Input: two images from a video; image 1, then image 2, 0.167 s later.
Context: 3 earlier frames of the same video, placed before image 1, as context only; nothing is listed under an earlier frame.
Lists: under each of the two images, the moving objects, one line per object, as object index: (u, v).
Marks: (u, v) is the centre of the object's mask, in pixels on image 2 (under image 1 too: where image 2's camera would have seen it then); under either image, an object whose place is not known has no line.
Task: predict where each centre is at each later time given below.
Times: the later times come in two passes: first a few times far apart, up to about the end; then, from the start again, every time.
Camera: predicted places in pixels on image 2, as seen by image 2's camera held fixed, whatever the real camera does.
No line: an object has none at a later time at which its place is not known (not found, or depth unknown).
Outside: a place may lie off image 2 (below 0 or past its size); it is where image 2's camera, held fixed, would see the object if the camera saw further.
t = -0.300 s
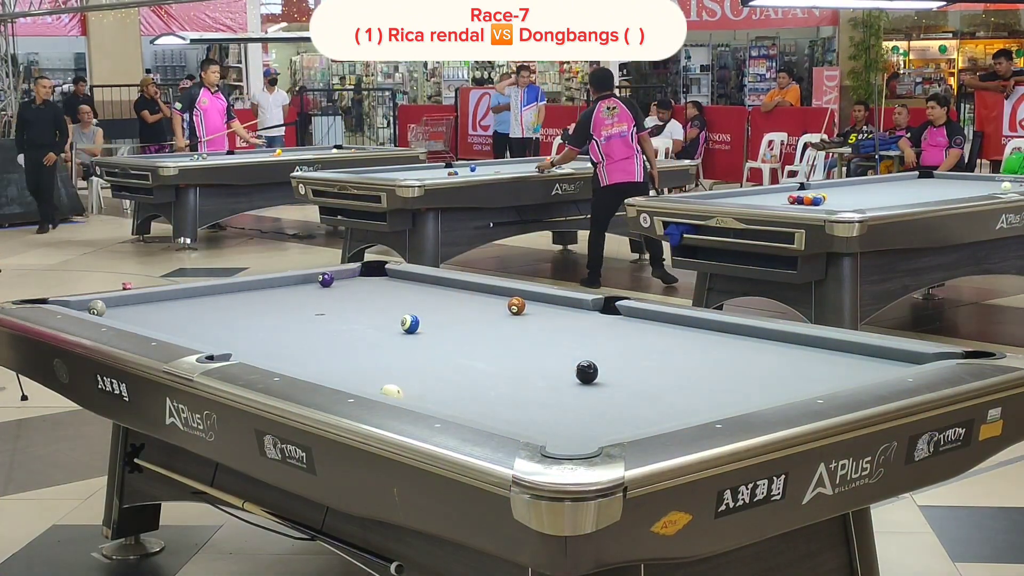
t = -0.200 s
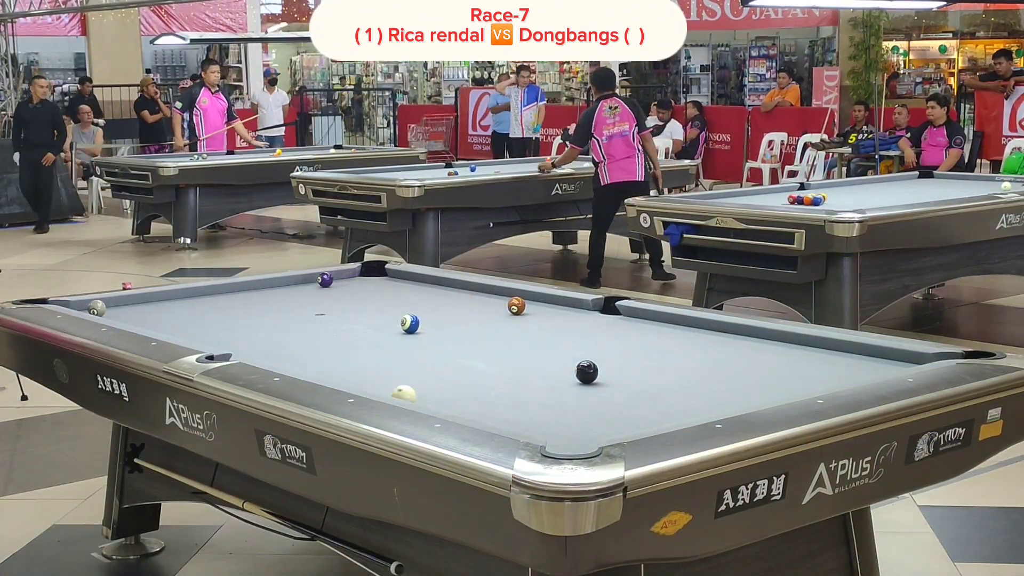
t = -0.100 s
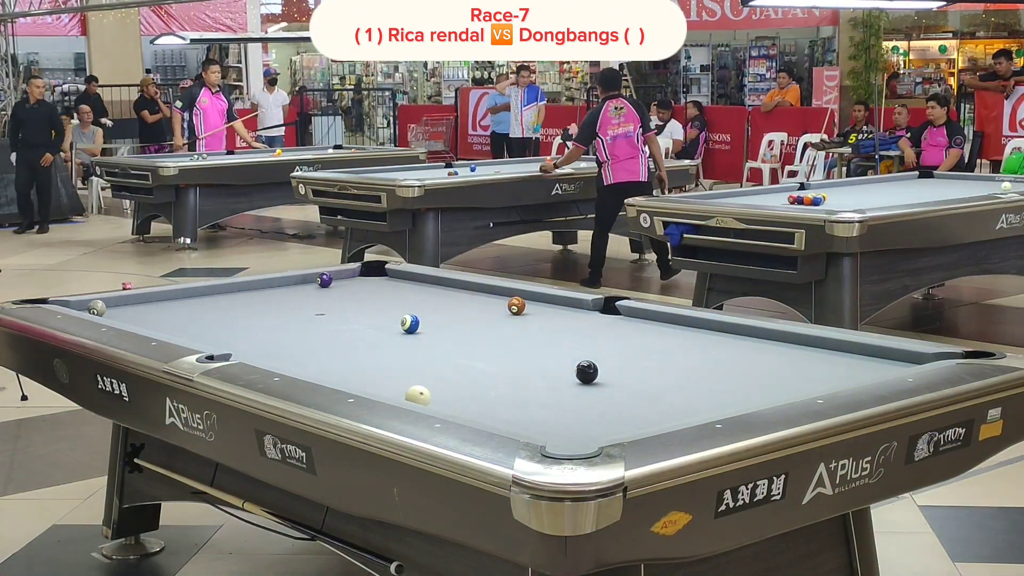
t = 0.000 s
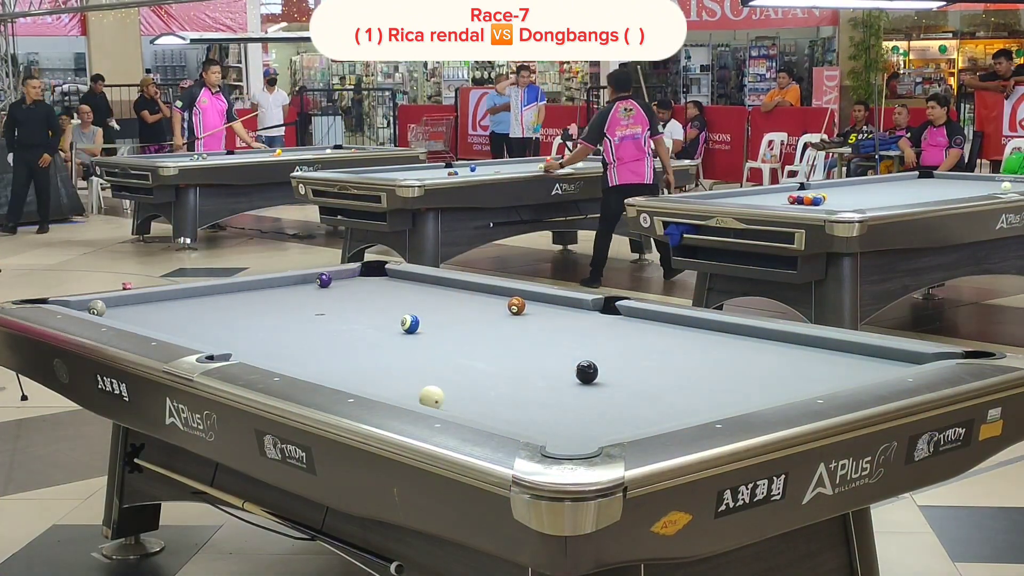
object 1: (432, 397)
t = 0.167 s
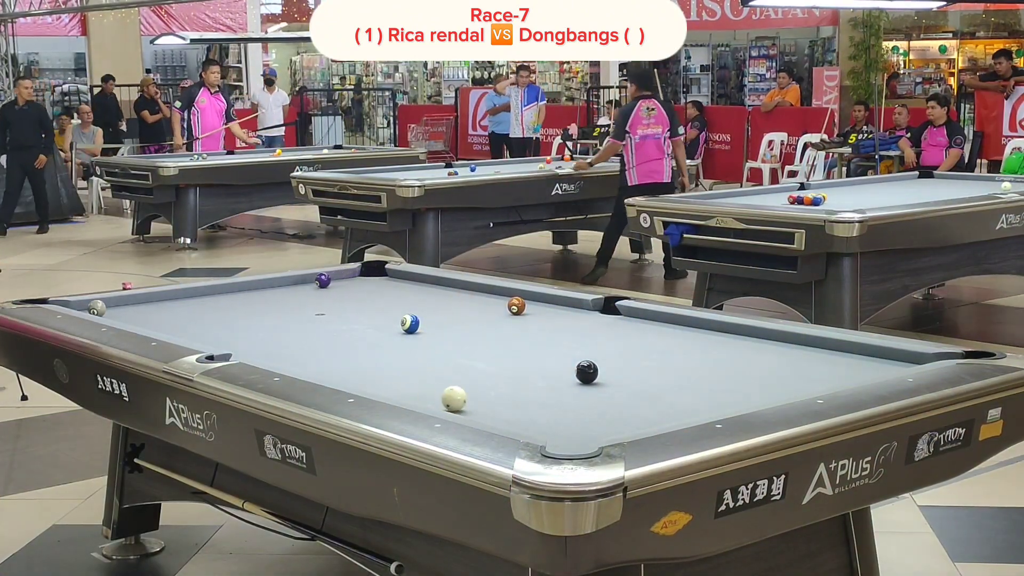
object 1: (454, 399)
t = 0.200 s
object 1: (458, 399)
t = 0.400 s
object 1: (483, 399)
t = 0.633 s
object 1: (511, 399)
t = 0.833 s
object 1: (534, 399)
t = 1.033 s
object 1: (554, 400)
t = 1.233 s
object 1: (574, 399)
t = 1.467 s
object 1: (595, 399)
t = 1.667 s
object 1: (611, 399)
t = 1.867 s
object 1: (626, 399)
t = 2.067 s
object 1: (639, 399)
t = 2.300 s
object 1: (653, 399)
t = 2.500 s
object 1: (663, 399)
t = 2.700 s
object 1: (671, 398)
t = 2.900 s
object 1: (678, 398)
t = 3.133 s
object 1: (685, 398)
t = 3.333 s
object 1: (689, 397)
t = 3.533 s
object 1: (692, 397)
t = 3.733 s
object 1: (694, 397)
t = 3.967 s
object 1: (694, 397)
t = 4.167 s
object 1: (694, 397)
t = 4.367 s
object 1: (694, 397)
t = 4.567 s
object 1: (694, 397)
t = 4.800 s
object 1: (694, 397)
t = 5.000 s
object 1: (694, 397)
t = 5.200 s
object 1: (694, 397)
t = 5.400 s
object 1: (694, 398)
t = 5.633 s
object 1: (694, 398)
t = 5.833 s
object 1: (694, 398)
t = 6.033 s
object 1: (694, 397)
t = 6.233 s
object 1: (694, 397)
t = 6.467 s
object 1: (694, 397)
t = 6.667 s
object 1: (694, 397)
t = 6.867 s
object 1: (695, 397)
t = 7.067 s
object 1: (694, 397)
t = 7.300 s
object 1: (695, 397)
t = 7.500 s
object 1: (694, 397)
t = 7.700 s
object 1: (694, 397)
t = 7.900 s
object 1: (694, 397)
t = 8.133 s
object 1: (694, 397)
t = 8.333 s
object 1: (694, 397)
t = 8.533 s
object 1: (694, 397)
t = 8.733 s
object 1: (694, 397)
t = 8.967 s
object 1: (694, 397)
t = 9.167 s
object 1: (694, 397)
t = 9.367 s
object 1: (694, 397)
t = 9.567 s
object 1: (694, 397)
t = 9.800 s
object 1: (694, 397)
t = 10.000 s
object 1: (694, 397)
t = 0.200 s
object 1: (458, 399)
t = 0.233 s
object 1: (462, 399)
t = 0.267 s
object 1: (467, 399)
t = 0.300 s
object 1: (471, 399)
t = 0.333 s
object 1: (475, 399)
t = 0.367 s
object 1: (479, 399)
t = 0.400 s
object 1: (483, 399)
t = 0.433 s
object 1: (487, 399)
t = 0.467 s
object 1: (491, 399)
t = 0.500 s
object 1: (496, 399)
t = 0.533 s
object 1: (500, 399)
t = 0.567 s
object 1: (504, 399)
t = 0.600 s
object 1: (507, 399)
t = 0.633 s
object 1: (511, 399)
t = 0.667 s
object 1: (515, 399)
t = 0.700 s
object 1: (519, 399)
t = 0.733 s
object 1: (523, 399)
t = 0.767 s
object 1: (526, 399)
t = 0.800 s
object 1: (530, 399)
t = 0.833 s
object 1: (534, 399)
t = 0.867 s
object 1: (537, 399)
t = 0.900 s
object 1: (541, 399)
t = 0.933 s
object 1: (544, 399)
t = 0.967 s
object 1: (548, 399)
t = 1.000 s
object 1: (551, 399)
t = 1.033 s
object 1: (554, 400)
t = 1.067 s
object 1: (558, 399)
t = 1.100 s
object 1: (561, 399)
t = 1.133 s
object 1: (564, 399)
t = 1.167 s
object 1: (567, 399)
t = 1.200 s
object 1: (571, 399)
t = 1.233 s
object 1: (574, 399)
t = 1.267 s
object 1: (577, 399)
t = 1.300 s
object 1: (580, 399)
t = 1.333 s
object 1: (583, 399)
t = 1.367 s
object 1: (586, 399)
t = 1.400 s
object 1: (589, 399)
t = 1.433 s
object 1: (592, 399)
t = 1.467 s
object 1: (595, 399)
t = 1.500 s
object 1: (598, 399)
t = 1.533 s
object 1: (600, 399)
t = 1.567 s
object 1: (603, 399)
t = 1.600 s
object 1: (606, 399)
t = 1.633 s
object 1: (609, 399)
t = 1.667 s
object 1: (611, 399)
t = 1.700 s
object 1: (614, 399)
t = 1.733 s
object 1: (616, 399)
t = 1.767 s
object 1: (619, 399)
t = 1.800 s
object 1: (621, 399)
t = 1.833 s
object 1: (623, 399)
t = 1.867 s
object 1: (626, 399)
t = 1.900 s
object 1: (628, 399)
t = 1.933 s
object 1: (630, 399)
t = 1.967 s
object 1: (632, 399)
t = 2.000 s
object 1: (635, 399)
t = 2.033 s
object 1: (637, 399)
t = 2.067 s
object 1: (639, 399)
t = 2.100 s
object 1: (641, 399)
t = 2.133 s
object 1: (643, 399)
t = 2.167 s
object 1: (645, 399)
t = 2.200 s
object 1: (647, 399)
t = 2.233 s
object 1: (649, 399)
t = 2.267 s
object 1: (651, 399)
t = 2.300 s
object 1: (653, 399)
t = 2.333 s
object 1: (654, 399)
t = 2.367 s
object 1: (656, 399)
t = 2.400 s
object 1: (658, 399)
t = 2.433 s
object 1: (660, 399)
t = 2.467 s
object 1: (661, 399)
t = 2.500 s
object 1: (663, 399)
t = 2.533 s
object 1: (664, 399)
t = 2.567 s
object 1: (666, 399)
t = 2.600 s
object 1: (667, 398)
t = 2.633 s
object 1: (668, 398)
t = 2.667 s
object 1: (670, 399)
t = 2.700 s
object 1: (671, 398)
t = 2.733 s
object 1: (673, 398)
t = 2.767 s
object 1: (674, 398)
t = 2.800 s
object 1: (675, 398)
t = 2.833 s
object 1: (676, 398)
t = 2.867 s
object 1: (677, 398)
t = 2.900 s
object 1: (678, 398)
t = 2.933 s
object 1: (679, 398)
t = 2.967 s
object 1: (680, 398)
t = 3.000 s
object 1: (681, 398)
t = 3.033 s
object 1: (682, 398)
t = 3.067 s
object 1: (683, 398)
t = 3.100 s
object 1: (684, 398)
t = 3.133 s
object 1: (685, 398)
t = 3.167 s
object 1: (686, 398)
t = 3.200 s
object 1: (686, 398)
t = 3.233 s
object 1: (687, 398)
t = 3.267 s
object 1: (688, 397)
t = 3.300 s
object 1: (688, 398)
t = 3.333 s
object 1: (689, 397)
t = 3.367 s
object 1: (690, 397)
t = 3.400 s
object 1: (690, 397)
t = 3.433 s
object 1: (690, 397)
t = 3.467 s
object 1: (691, 397)
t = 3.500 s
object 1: (692, 397)
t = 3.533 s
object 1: (692, 397)
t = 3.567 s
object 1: (692, 397)
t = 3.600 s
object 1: (693, 397)
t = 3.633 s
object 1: (693, 397)
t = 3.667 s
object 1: (693, 397)
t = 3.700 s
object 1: (694, 397)
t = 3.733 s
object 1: (694, 397)
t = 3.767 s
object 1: (694, 397)
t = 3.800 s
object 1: (694, 397)
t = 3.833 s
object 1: (694, 397)
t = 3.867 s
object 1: (694, 397)
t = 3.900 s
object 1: (695, 397)
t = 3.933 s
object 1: (695, 397)
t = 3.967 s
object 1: (694, 397)
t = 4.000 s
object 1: (695, 397)
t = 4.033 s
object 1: (695, 397)
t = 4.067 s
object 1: (695, 397)
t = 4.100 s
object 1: (694, 397)
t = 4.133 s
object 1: (694, 397)
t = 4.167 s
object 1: (694, 397)
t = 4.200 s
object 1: (694, 397)
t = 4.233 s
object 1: (694, 397)
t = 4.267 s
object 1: (694, 397)
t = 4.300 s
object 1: (694, 397)
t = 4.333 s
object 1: (694, 397)
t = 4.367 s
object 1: (694, 397)
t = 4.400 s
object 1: (694, 397)
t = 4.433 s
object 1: (694, 397)
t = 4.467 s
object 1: (694, 397)
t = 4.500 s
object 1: (694, 397)
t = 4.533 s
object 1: (694, 397)
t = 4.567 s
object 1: (694, 397)
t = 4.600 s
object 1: (694, 397)
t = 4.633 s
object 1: (694, 397)
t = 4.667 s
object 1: (694, 397)
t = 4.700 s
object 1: (694, 397)
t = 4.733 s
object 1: (694, 397)
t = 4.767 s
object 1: (694, 397)
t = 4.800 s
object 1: (694, 397)
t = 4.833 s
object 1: (694, 397)
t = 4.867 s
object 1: (694, 397)
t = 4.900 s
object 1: (694, 397)
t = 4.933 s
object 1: (694, 397)
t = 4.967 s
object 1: (694, 397)
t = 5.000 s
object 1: (694, 397)
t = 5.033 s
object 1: (694, 397)
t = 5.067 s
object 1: (694, 397)
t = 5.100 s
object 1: (694, 397)
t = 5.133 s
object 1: (694, 397)
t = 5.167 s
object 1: (694, 397)
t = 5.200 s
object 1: (694, 397)
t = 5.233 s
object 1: (694, 397)
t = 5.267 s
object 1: (694, 397)
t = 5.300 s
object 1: (694, 397)
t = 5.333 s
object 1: (694, 397)
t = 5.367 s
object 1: (694, 397)
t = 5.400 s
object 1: (694, 398)
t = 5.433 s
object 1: (694, 398)
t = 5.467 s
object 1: (694, 398)
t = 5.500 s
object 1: (694, 398)
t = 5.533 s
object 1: (694, 398)
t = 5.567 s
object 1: (694, 398)
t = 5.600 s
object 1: (694, 398)
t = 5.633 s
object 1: (694, 398)
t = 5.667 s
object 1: (694, 398)
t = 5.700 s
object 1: (694, 398)
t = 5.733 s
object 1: (694, 397)
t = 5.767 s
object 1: (694, 397)
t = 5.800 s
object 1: (694, 397)
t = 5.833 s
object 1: (694, 398)
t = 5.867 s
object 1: (694, 398)
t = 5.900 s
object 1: (694, 398)
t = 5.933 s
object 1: (694, 398)
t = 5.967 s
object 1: (694, 398)
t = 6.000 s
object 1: (694, 398)
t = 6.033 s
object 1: (694, 397)
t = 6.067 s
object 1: (694, 398)
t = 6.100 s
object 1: (694, 398)
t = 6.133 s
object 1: (694, 397)
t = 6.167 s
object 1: (694, 397)
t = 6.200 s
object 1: (694, 397)
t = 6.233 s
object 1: (694, 397)
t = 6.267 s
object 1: (694, 397)
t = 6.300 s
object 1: (694, 397)
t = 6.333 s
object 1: (694, 397)
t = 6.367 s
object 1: (694, 397)
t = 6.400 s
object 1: (694, 397)
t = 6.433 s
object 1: (694, 397)
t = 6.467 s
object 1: (694, 397)
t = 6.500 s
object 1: (694, 397)
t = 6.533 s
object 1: (694, 397)
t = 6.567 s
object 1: (694, 397)
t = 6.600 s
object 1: (694, 397)
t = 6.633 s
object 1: (694, 397)
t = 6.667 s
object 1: (694, 397)
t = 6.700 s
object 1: (694, 397)
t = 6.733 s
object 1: (694, 397)
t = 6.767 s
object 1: (694, 397)
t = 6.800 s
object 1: (694, 397)
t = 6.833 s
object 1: (695, 397)
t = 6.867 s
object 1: (695, 397)
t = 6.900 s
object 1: (694, 397)
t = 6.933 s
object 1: (694, 397)
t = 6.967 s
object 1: (694, 397)
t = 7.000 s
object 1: (694, 397)
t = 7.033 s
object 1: (694, 397)
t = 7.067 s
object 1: (694, 397)
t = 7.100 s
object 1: (694, 397)
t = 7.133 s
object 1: (694, 397)
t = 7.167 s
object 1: (694, 397)
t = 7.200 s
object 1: (694, 397)
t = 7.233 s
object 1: (695, 397)
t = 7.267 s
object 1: (695, 397)
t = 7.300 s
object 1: (695, 397)
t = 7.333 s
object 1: (694, 397)
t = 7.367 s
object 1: (695, 397)
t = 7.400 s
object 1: (694, 397)
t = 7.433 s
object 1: (694, 397)
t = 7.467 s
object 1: (694, 397)
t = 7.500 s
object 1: (694, 397)
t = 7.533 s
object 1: (694, 397)
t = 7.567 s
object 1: (694, 397)
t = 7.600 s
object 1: (694, 397)
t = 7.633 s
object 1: (694, 397)
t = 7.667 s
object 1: (694, 397)
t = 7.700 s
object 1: (694, 397)
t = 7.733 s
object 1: (694, 397)
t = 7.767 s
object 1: (694, 397)
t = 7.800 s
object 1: (695, 397)
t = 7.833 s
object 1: (695, 397)
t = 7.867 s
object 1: (695, 397)
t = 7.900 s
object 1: (694, 397)
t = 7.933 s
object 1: (694, 397)
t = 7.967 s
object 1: (694, 397)
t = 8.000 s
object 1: (694, 397)
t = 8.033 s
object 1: (694, 397)
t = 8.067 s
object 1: (695, 397)
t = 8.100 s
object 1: (694, 397)
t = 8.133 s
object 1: (694, 397)
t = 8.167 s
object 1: (694, 397)
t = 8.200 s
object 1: (694, 397)
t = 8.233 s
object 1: (694, 397)
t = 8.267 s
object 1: (694, 397)
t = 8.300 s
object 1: (694, 397)
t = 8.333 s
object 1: (694, 397)
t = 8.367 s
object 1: (694, 397)
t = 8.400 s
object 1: (694, 397)
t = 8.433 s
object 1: (694, 397)
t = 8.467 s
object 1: (694, 397)
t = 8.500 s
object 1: (694, 397)
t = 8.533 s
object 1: (694, 397)
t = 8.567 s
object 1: (694, 397)
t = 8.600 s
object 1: (694, 397)
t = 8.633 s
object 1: (694, 397)
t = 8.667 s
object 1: (694, 397)
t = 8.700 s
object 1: (694, 397)
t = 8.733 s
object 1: (694, 397)
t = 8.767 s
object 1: (694, 397)
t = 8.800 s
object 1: (694, 397)
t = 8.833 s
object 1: (694, 397)
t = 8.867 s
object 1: (694, 397)
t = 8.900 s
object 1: (695, 397)
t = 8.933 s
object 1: (694, 397)
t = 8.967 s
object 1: (694, 397)
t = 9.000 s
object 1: (694, 397)
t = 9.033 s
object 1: (694, 397)
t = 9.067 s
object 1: (694, 397)
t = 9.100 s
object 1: (694, 397)
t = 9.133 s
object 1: (694, 397)
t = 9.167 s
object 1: (694, 397)
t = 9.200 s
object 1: (694, 397)
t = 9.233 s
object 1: (694, 397)
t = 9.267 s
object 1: (694, 397)
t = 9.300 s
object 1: (694, 397)
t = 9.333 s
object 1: (694, 397)
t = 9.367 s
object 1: (694, 397)
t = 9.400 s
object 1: (694, 397)
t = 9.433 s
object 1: (694, 397)
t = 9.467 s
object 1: (694, 397)
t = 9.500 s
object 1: (694, 397)
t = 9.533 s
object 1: (694, 397)
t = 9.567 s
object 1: (694, 397)
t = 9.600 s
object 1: (694, 397)
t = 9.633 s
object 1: (694, 397)
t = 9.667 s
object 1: (694, 397)
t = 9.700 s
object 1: (694, 397)
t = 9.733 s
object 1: (694, 397)
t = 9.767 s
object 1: (694, 397)
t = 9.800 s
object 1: (694, 397)
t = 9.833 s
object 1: (694, 397)
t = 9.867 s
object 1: (695, 397)
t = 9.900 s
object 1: (695, 397)
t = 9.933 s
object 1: (694, 397)
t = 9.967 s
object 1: (694, 397)
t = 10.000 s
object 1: (694, 397)
